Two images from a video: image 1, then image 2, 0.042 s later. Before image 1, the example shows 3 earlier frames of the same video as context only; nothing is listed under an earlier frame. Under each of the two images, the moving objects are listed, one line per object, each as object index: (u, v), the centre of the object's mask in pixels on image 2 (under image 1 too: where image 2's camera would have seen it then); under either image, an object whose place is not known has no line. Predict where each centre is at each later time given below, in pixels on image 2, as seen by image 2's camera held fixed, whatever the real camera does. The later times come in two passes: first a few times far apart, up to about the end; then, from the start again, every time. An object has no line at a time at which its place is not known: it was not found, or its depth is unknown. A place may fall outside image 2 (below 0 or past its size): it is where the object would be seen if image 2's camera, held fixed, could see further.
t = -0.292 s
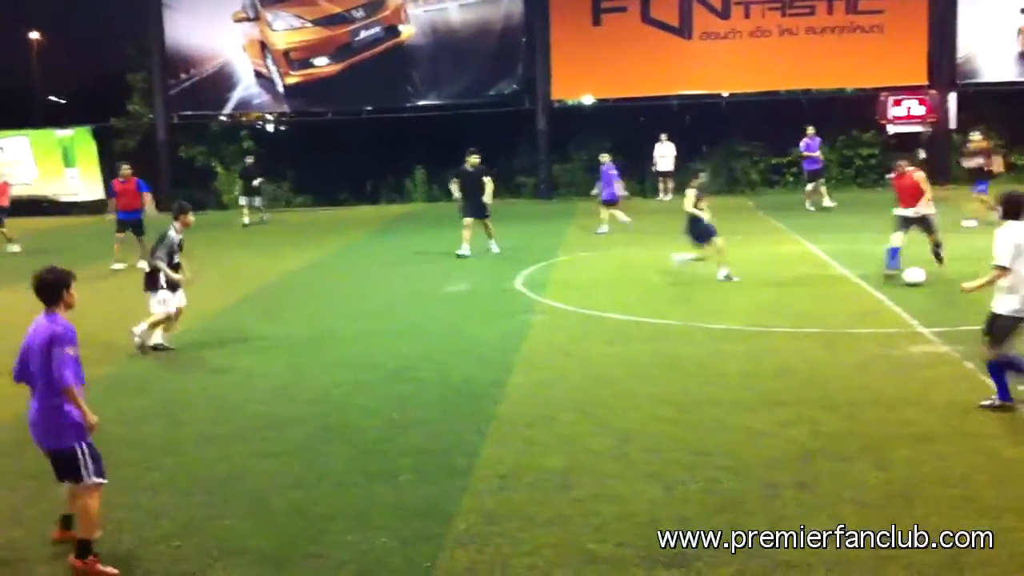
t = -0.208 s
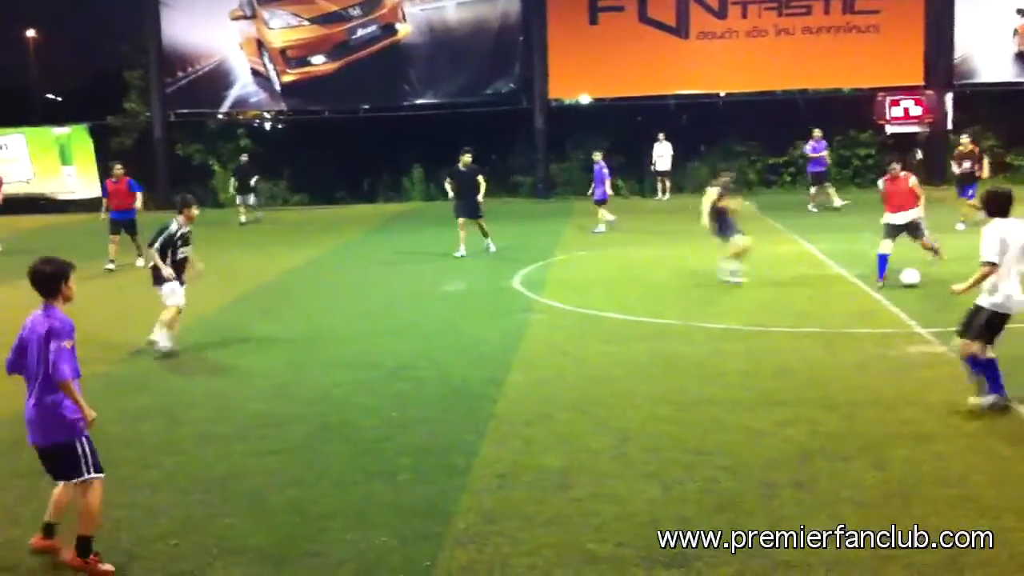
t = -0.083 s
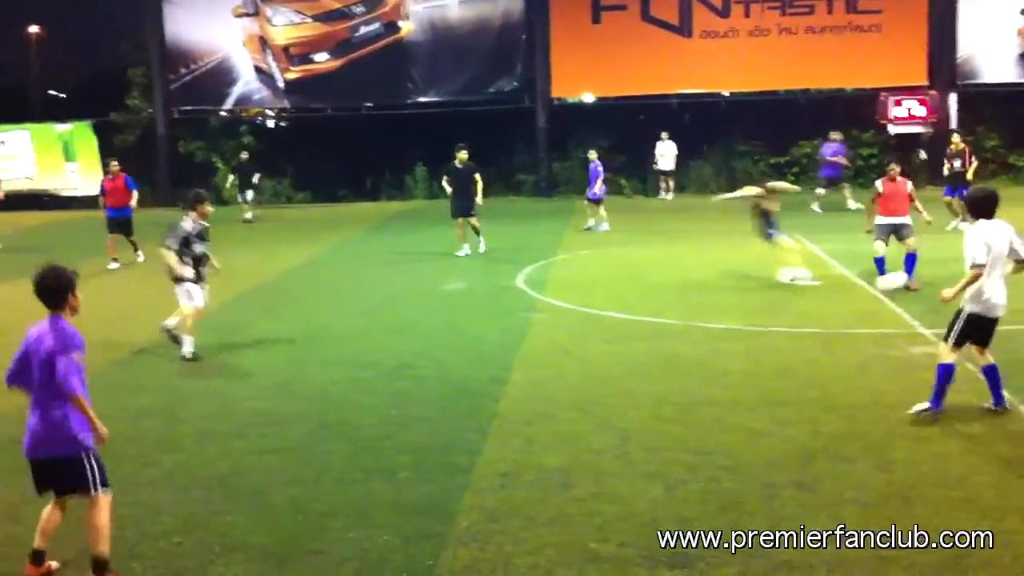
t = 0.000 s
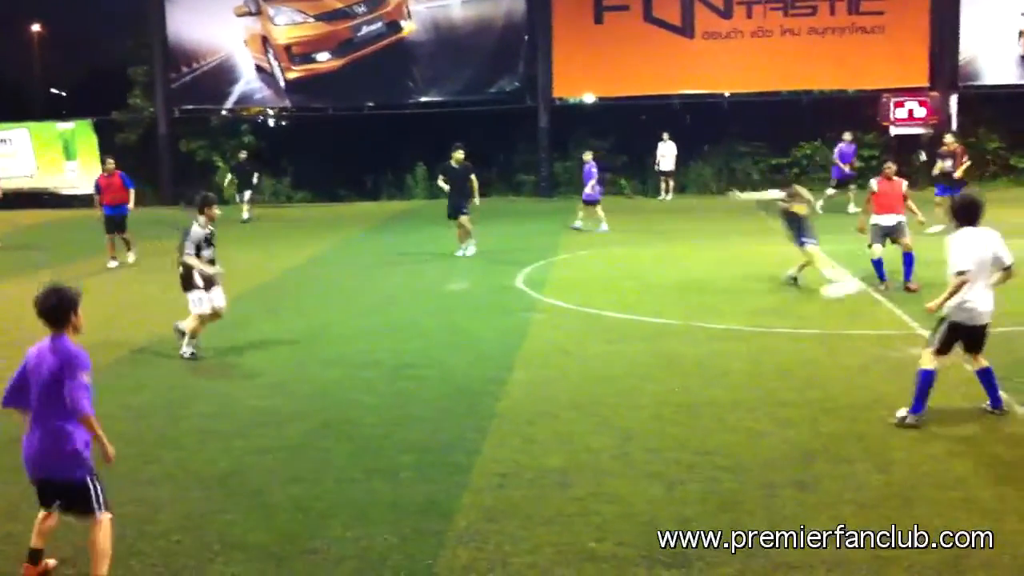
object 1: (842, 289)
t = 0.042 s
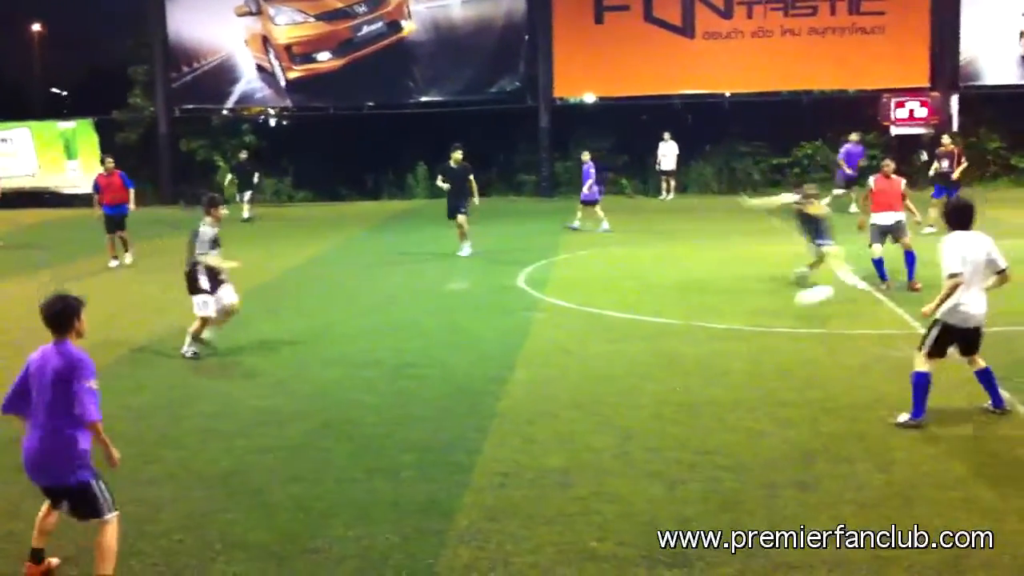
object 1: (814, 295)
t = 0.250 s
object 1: (645, 354)
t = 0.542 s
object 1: (353, 432)
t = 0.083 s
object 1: (786, 302)
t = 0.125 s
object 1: (753, 312)
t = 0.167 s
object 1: (720, 323)
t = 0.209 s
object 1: (684, 337)
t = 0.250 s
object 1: (645, 354)
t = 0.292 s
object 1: (611, 363)
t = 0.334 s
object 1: (573, 365)
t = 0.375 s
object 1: (535, 372)
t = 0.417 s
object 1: (493, 381)
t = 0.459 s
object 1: (450, 393)
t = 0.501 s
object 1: (403, 410)
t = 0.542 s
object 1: (353, 432)
